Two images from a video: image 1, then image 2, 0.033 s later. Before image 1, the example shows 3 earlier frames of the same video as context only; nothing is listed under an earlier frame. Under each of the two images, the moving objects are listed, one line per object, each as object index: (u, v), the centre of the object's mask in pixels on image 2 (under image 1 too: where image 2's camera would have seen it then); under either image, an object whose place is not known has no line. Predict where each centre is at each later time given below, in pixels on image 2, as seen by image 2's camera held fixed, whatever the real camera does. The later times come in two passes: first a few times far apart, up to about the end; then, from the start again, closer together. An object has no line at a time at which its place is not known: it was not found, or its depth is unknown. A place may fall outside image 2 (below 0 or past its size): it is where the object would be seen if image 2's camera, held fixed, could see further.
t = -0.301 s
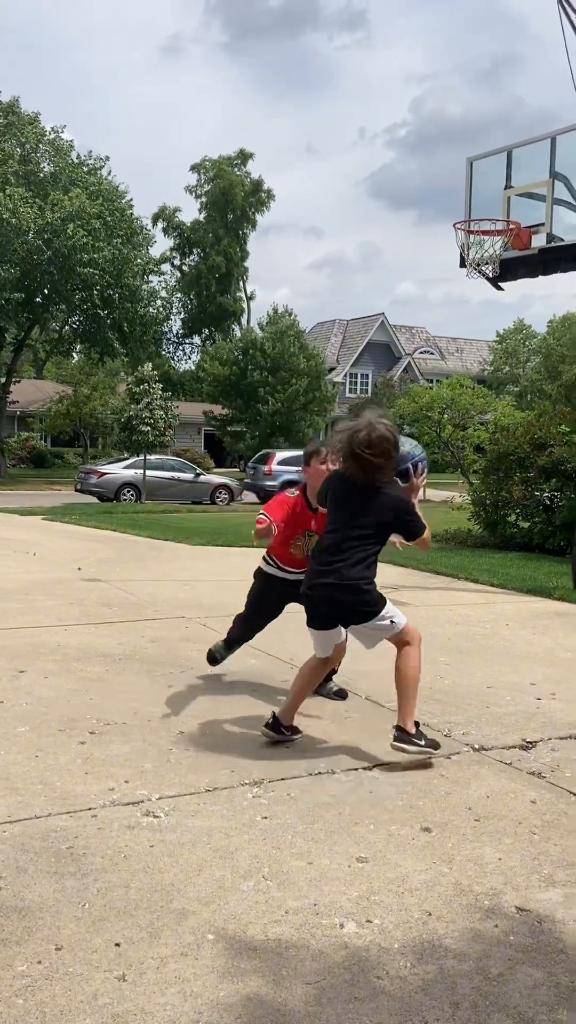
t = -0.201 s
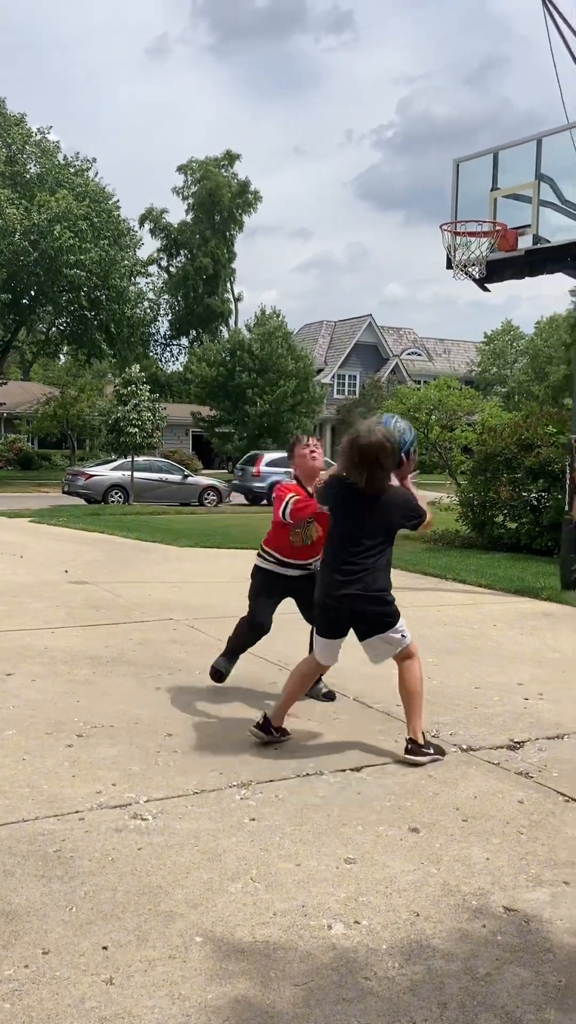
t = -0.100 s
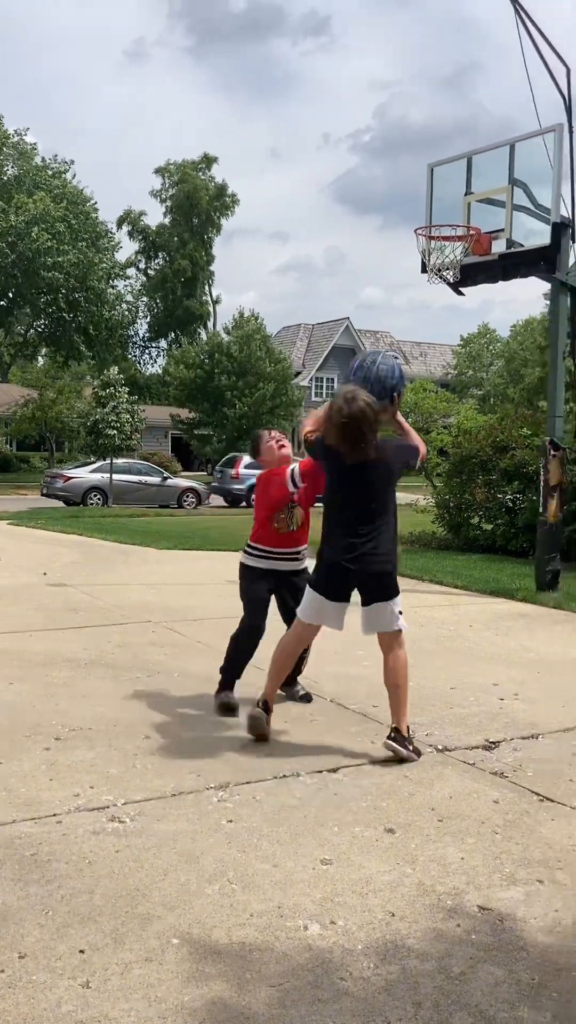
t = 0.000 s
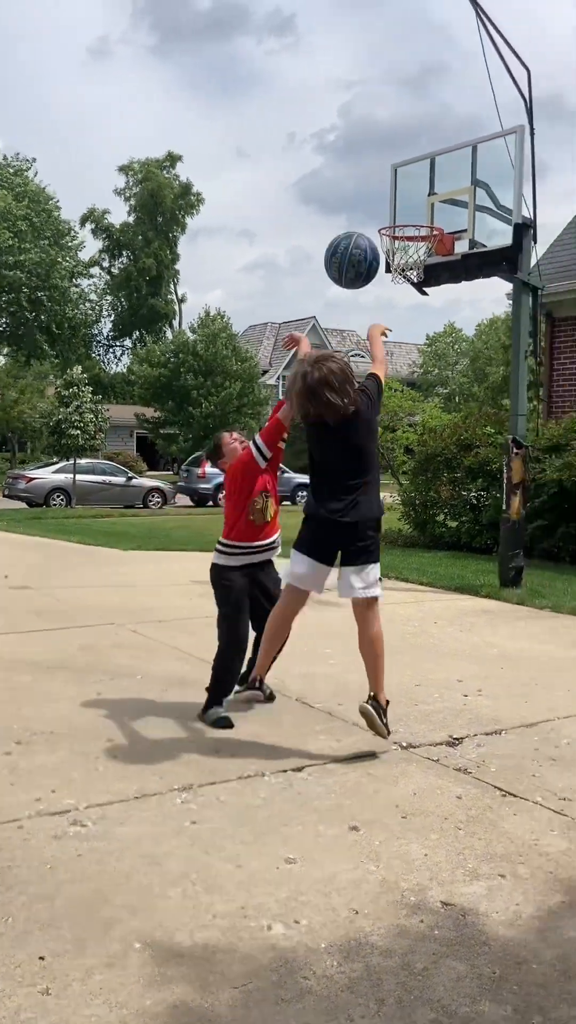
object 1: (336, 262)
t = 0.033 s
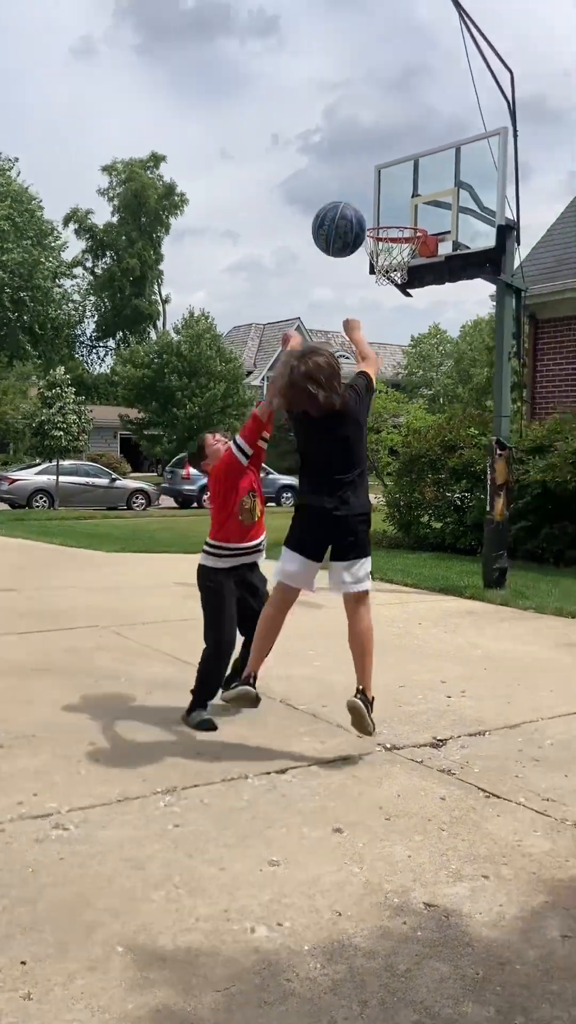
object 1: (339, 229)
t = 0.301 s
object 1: (357, 98)
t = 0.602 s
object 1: (371, 138)
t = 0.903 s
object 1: (377, 288)
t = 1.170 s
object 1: (379, 472)
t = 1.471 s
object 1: (383, 474)
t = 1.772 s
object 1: (389, 374)
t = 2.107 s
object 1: (391, 380)
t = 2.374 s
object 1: (390, 452)
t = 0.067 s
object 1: (341, 201)
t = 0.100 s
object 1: (344, 177)
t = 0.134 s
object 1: (347, 156)
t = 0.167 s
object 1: (348, 137)
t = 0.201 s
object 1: (350, 123)
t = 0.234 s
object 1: (353, 112)
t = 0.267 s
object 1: (355, 104)
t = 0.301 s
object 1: (357, 98)
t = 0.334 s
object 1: (359, 95)
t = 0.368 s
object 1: (361, 93)
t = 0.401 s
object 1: (363, 95)
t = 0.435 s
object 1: (364, 98)
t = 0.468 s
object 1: (366, 102)
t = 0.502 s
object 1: (367, 109)
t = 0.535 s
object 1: (369, 117)
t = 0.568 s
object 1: (370, 127)
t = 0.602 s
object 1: (371, 138)
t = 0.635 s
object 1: (371, 150)
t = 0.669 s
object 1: (372, 164)
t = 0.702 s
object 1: (373, 179)
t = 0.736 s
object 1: (374, 194)
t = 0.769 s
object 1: (374, 211)
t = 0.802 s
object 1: (375, 229)
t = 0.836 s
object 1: (375, 248)
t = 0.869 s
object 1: (376, 268)
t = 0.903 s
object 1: (377, 288)
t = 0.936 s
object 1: (377, 308)
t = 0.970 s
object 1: (377, 330)
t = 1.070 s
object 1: (378, 399)
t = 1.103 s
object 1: (378, 423)
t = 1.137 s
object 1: (378, 448)
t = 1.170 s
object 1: (379, 472)
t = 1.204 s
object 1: (377, 498)
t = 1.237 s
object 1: (378, 525)
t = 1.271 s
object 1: (379, 550)
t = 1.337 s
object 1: (380, 553)
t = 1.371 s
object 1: (381, 531)
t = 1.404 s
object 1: (381, 510)
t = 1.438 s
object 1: (383, 491)
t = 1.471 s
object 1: (383, 474)
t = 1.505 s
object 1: (384, 456)
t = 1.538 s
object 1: (385, 442)
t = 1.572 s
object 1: (385, 428)
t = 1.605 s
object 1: (385, 416)
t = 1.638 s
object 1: (387, 405)
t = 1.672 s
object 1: (387, 395)
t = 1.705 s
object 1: (387, 387)
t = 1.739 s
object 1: (389, 381)
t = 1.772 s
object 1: (389, 374)
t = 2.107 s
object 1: (391, 380)
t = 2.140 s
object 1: (391, 383)
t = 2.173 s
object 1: (392, 391)
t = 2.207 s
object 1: (392, 399)
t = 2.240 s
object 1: (391, 408)
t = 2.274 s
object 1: (391, 417)
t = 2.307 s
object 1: (392, 427)
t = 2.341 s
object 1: (391, 441)
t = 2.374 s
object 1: (390, 452)
